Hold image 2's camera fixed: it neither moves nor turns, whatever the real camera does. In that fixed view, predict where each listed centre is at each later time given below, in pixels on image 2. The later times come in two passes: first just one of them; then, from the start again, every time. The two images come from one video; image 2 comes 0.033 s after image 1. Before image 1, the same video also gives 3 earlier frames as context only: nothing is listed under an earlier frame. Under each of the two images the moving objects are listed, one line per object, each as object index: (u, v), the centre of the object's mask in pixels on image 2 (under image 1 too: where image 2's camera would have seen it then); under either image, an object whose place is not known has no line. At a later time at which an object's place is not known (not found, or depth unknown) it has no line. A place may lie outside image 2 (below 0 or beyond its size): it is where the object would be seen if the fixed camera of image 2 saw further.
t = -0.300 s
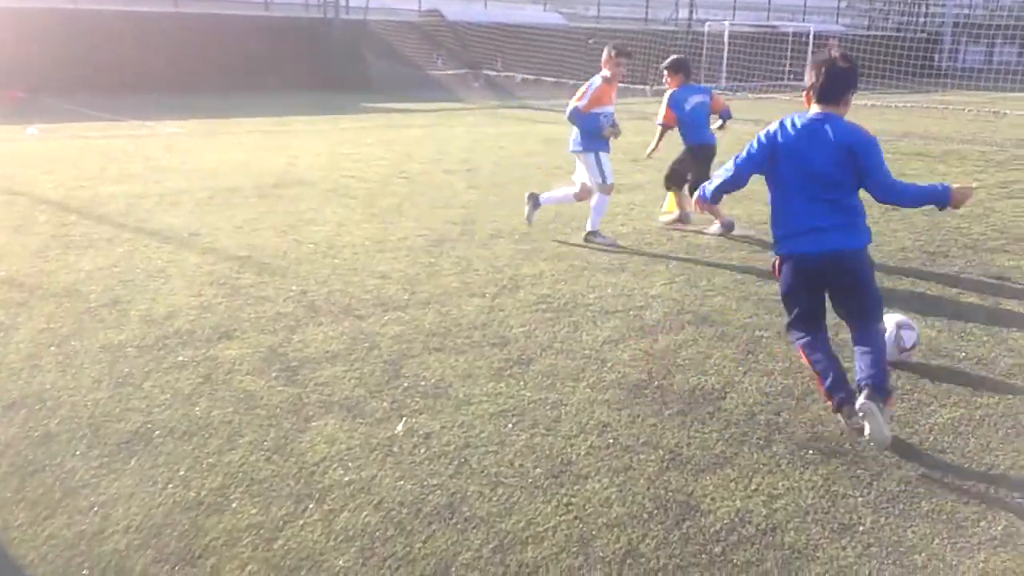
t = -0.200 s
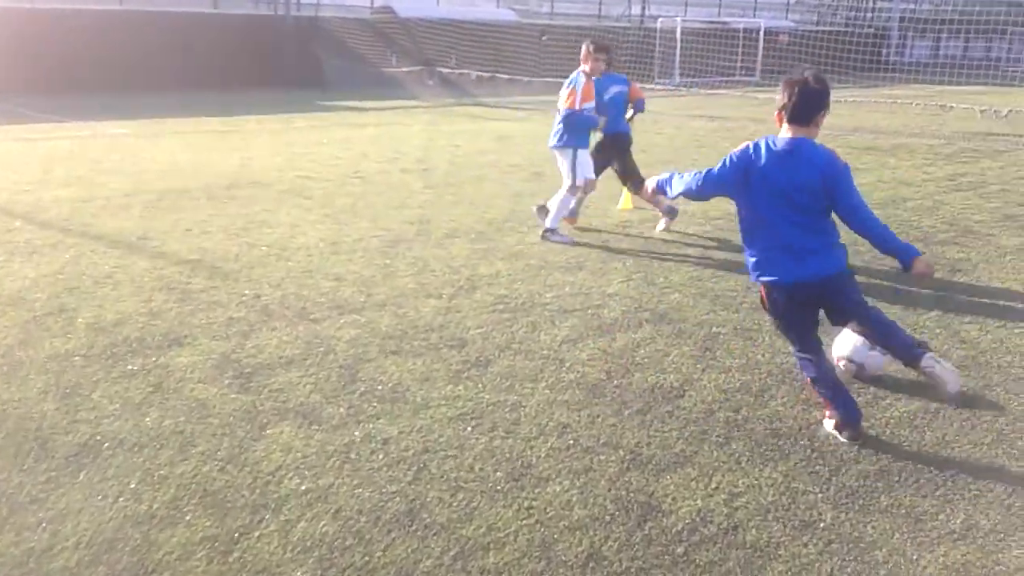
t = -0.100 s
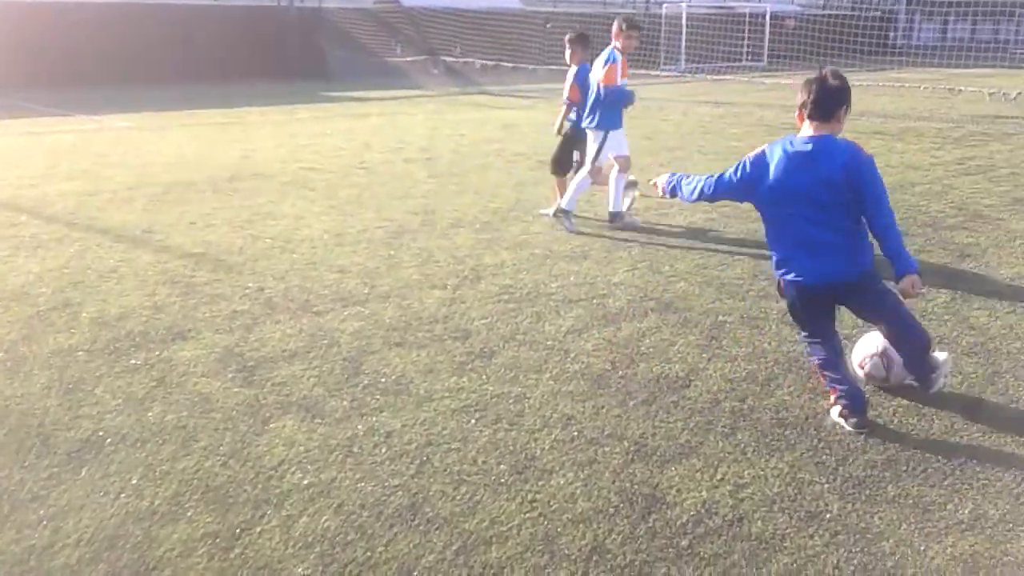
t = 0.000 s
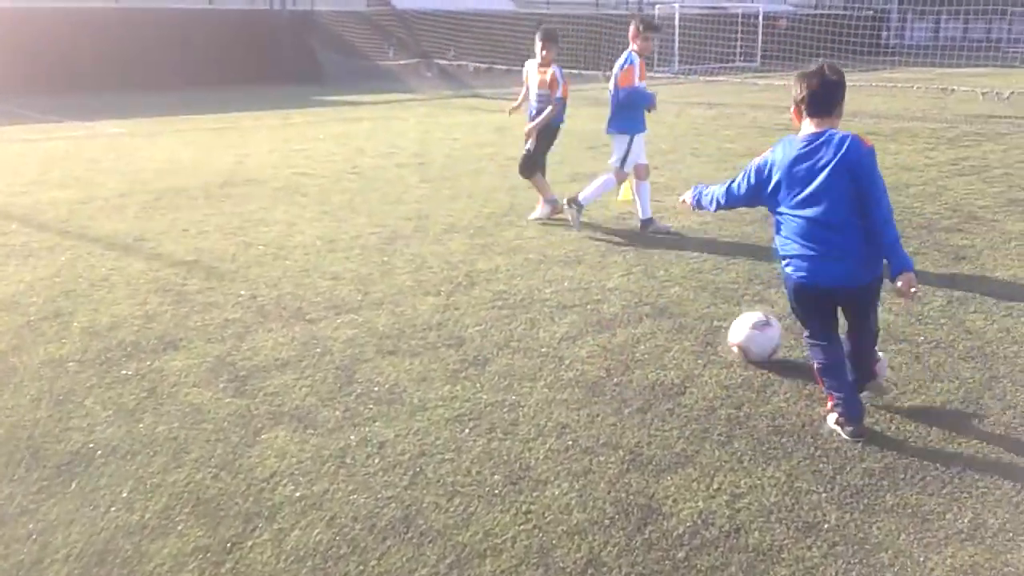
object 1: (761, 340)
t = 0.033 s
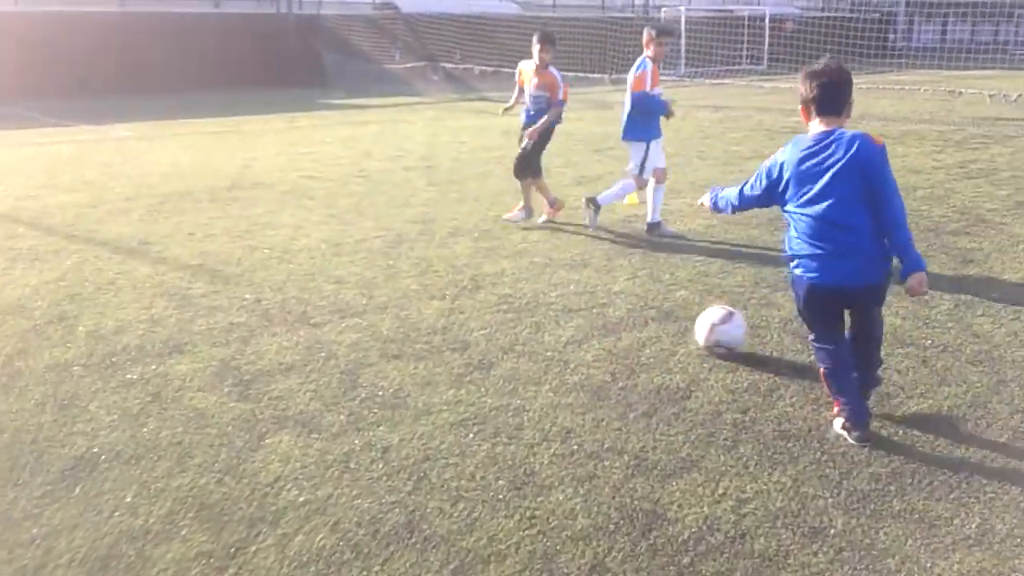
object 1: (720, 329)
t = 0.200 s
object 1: (567, 288)
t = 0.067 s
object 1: (685, 319)
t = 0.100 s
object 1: (651, 311)
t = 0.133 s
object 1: (620, 304)
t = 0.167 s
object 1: (593, 296)
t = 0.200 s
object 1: (567, 288)
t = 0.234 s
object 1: (543, 285)
